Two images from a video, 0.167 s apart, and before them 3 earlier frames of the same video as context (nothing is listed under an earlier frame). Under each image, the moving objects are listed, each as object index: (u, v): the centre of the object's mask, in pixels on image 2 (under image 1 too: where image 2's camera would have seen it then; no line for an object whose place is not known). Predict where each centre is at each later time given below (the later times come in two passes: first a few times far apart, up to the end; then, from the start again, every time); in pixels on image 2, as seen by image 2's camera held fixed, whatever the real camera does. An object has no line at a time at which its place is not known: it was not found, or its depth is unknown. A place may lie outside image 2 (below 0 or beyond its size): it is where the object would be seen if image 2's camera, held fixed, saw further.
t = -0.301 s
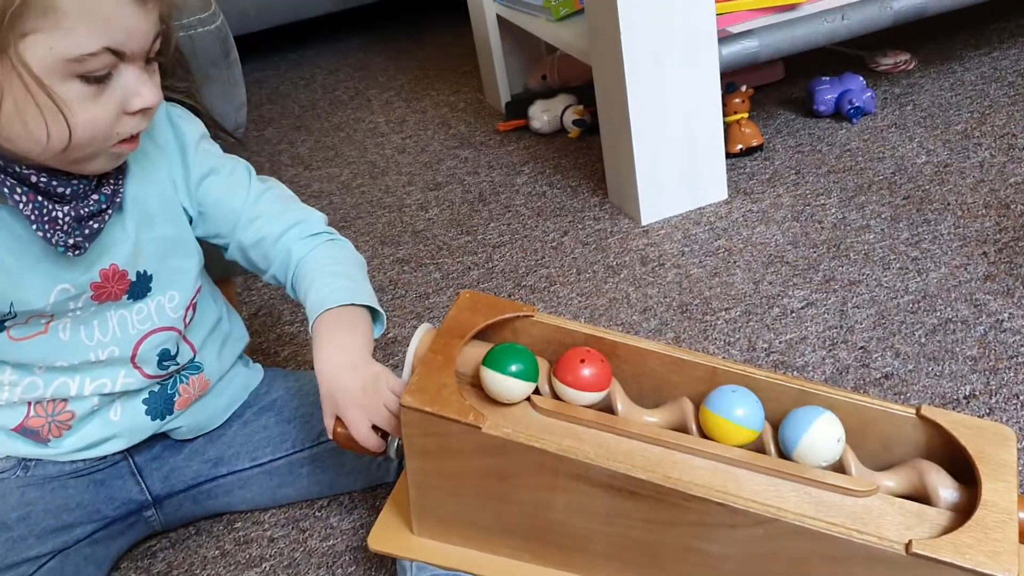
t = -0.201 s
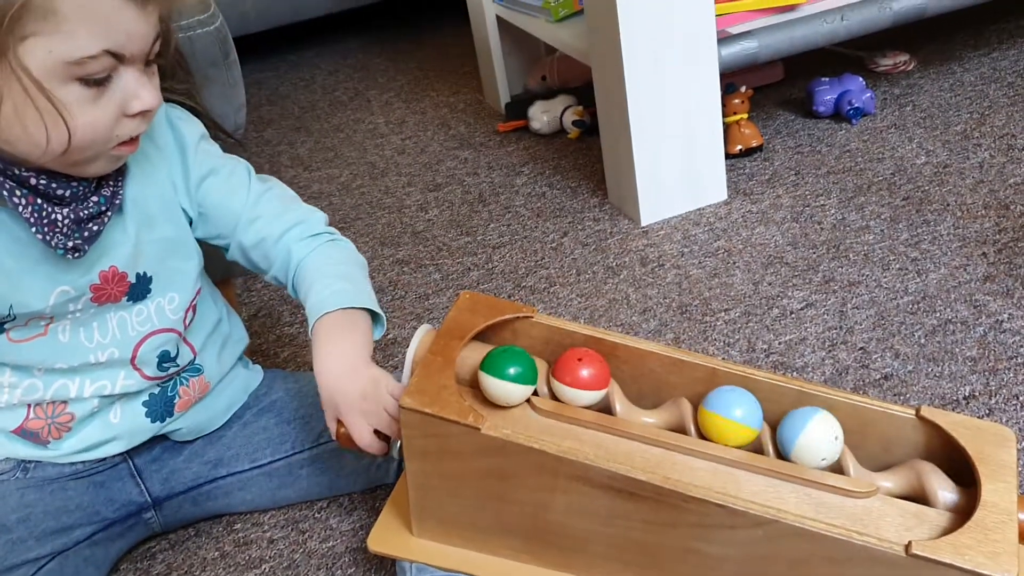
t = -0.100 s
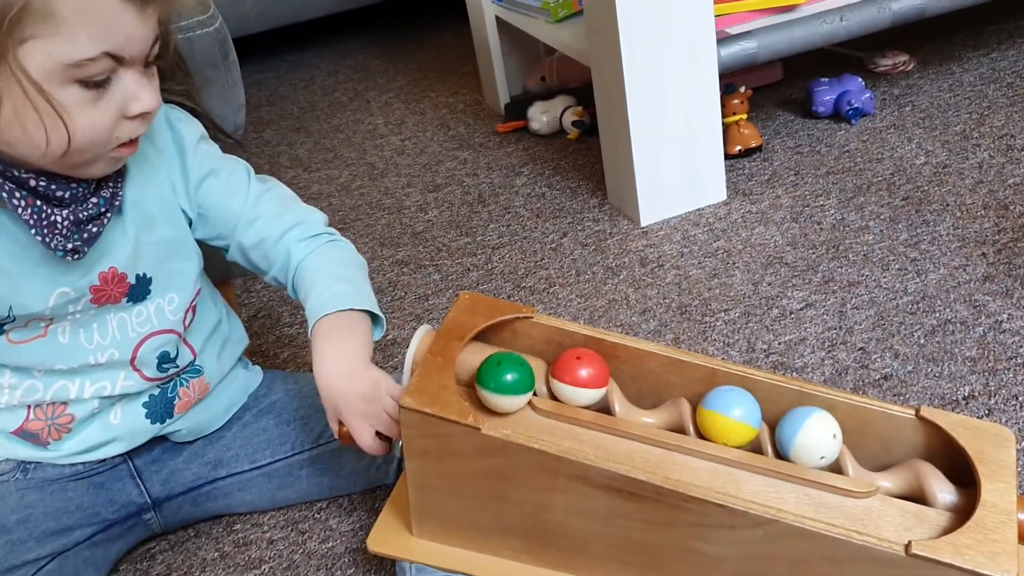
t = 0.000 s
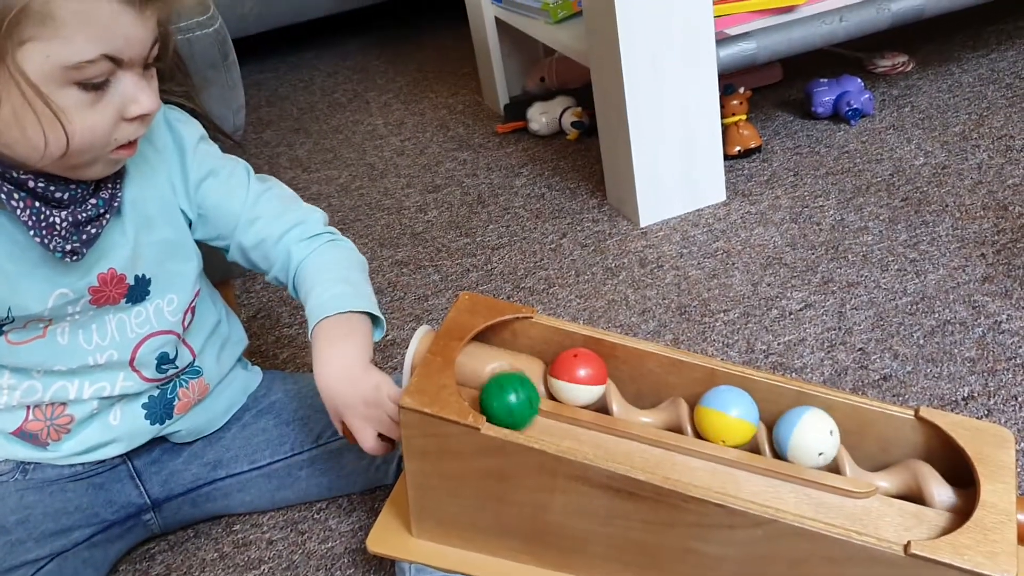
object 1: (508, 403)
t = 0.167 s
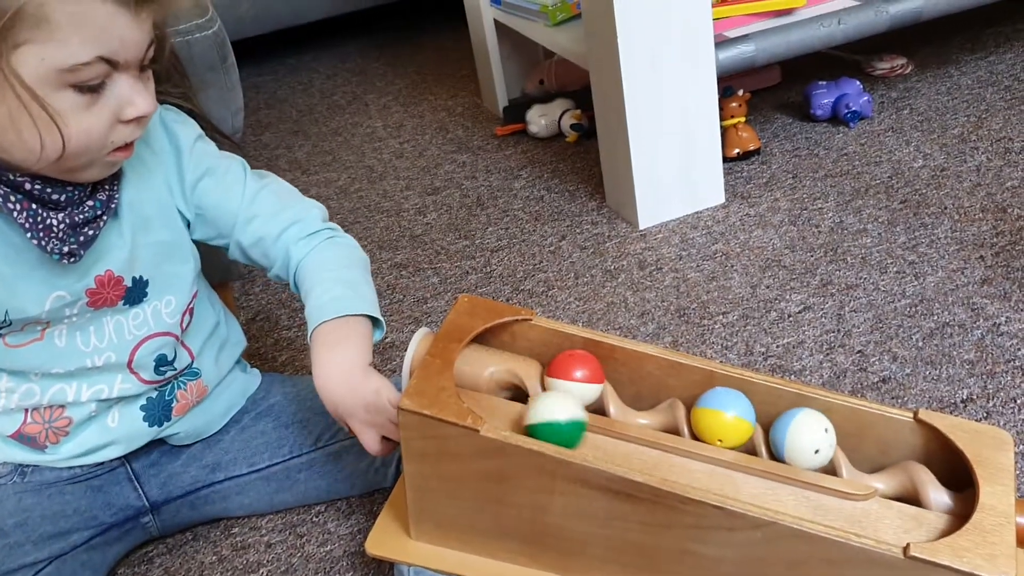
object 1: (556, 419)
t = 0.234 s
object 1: (589, 428)
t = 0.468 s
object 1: (763, 476)
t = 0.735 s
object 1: (931, 456)
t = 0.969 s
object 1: (942, 483)
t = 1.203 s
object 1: (921, 498)
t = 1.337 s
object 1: (932, 492)
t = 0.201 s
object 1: (572, 424)
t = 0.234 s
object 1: (589, 428)
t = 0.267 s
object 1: (608, 433)
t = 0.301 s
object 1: (629, 440)
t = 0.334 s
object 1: (651, 445)
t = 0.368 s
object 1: (675, 453)
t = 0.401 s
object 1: (702, 461)
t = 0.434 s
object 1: (730, 468)
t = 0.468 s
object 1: (763, 476)
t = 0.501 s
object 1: (799, 485)
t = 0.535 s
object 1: (837, 495)
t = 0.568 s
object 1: (874, 506)
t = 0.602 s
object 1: (914, 511)
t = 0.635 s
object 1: (936, 497)
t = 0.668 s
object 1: (941, 477)
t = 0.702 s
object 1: (938, 462)
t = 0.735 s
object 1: (931, 456)
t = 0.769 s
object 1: (927, 453)
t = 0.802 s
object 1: (927, 452)
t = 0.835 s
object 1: (928, 452)
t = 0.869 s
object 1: (932, 455)
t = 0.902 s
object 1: (937, 460)
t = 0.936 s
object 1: (941, 471)
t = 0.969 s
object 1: (942, 483)
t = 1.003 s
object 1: (941, 489)
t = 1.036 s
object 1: (937, 496)
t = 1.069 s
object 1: (934, 498)
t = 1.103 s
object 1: (930, 500)
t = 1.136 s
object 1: (926, 500)
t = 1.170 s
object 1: (923, 500)
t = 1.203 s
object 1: (921, 498)
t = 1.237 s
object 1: (922, 495)
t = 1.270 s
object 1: (923, 493)
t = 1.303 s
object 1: (928, 493)
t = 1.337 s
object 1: (932, 492)
